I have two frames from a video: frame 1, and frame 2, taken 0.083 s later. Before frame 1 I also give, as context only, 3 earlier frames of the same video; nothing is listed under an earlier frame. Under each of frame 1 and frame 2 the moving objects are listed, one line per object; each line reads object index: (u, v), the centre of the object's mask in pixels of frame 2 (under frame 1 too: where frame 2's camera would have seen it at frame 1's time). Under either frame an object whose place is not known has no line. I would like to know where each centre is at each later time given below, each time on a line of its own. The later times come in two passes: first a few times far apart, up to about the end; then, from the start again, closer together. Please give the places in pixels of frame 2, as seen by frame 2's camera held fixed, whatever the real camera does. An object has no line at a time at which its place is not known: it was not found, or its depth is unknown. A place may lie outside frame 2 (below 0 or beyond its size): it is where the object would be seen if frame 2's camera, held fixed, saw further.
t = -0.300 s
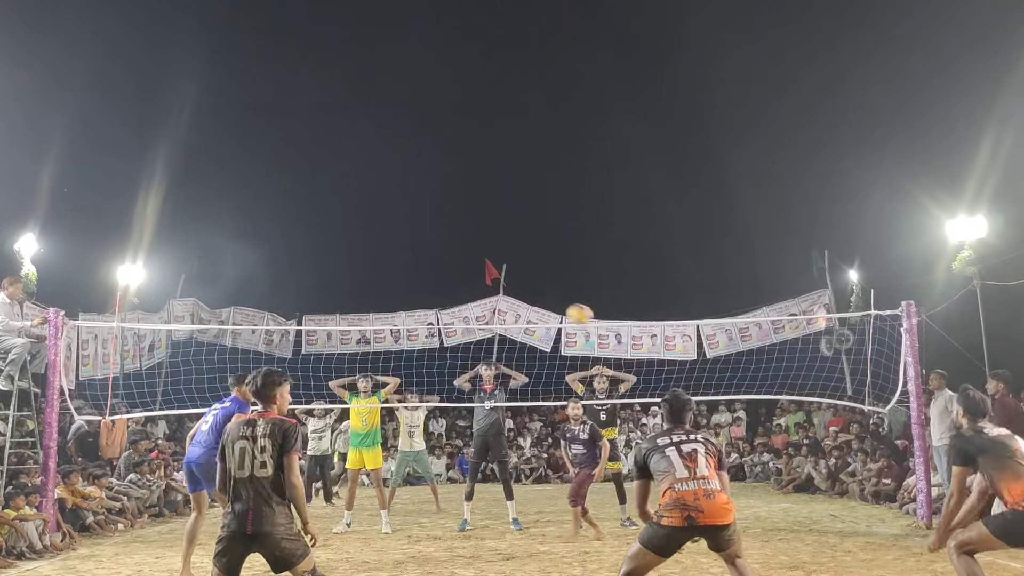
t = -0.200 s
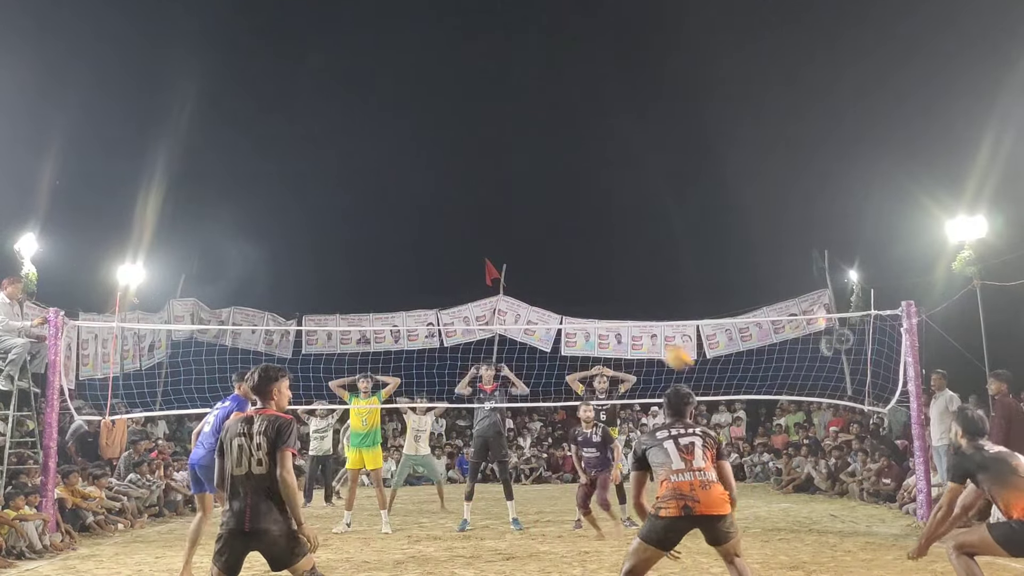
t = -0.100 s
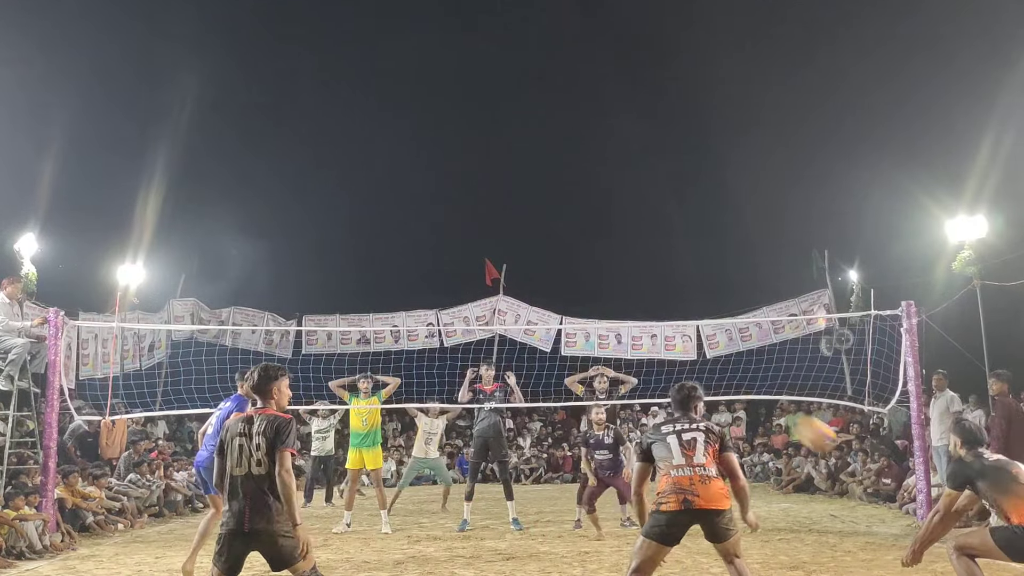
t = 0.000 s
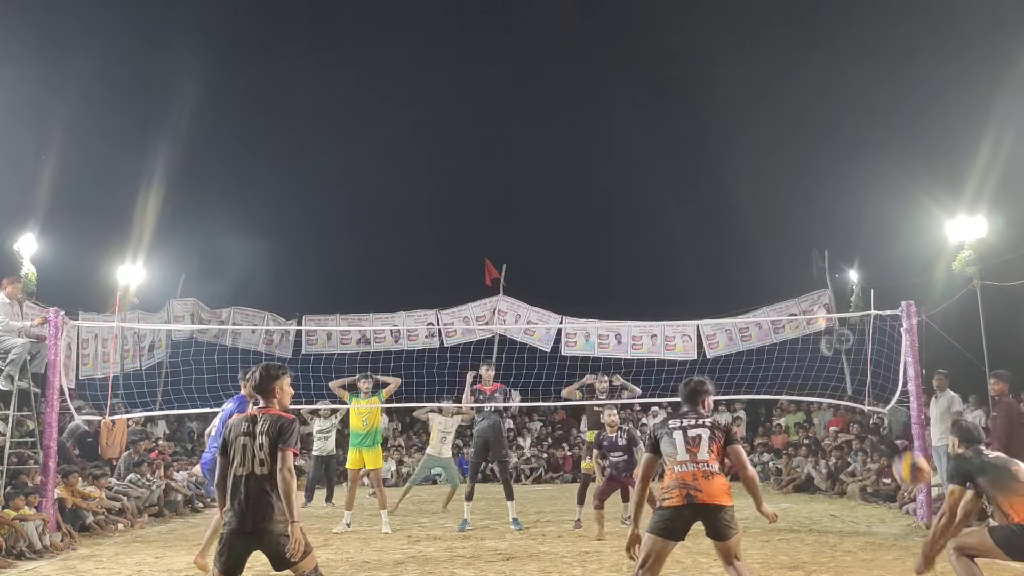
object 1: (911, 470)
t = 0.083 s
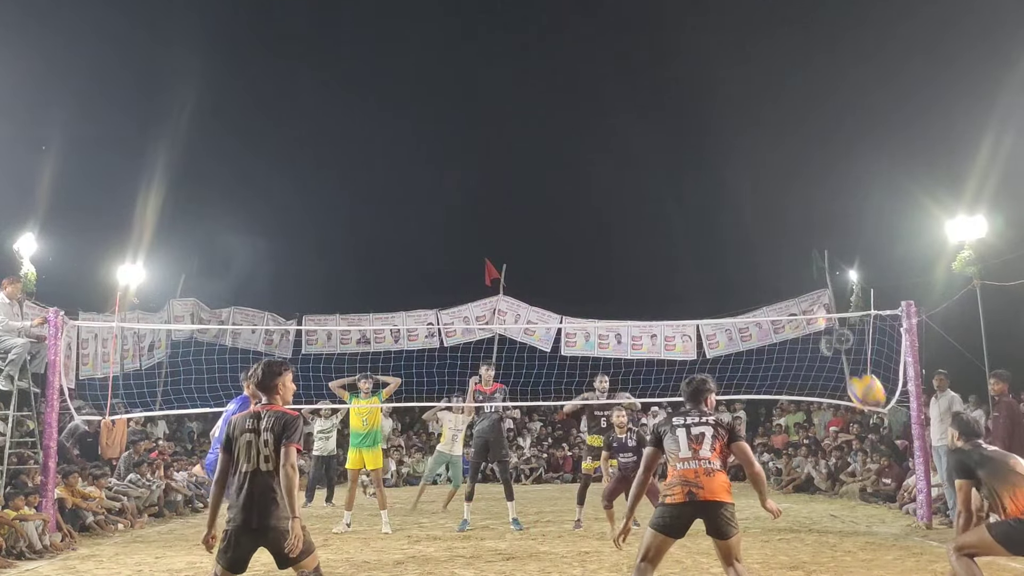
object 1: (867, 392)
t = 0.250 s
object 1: (789, 279)
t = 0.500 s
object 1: (697, 199)
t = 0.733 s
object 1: (630, 195)
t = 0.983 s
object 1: (569, 252)
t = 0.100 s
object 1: (858, 378)
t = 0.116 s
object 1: (849, 365)
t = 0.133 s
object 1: (841, 350)
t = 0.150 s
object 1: (834, 340)
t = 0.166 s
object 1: (826, 328)
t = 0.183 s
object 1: (819, 317)
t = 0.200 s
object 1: (811, 307)
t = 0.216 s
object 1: (803, 296)
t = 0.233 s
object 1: (795, 285)
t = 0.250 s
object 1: (789, 279)
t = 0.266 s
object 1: (782, 270)
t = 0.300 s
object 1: (768, 255)
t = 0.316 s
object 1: (762, 248)
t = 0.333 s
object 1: (755, 241)
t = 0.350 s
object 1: (749, 235)
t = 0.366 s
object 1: (743, 230)
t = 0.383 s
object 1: (737, 224)
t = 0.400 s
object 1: (731, 219)
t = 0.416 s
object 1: (725, 215)
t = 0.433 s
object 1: (720, 210)
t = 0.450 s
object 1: (714, 207)
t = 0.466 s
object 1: (708, 204)
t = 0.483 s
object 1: (703, 201)
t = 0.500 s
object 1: (697, 199)
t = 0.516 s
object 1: (692, 196)
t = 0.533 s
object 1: (687, 194)
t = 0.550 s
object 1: (682, 192)
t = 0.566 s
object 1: (677, 191)
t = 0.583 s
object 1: (671, 190)
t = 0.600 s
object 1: (667, 189)
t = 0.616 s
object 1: (662, 189)
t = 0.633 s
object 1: (657, 189)
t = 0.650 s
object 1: (653, 189)
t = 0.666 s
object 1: (648, 190)
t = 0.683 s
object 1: (643, 191)
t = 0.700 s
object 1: (639, 192)
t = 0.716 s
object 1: (634, 194)
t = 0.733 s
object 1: (630, 195)
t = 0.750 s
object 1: (625, 197)
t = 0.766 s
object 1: (621, 199)
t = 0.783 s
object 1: (617, 201)
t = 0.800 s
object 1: (613, 204)
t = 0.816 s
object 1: (609, 207)
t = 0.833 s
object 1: (604, 211)
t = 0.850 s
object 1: (600, 215)
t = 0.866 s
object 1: (596, 219)
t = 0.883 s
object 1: (592, 223)
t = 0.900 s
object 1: (588, 227)
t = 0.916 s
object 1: (584, 232)
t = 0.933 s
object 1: (581, 236)
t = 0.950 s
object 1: (577, 242)
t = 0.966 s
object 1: (573, 247)
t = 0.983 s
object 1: (569, 252)
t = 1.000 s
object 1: (566, 258)
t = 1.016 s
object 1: (562, 264)
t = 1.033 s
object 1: (558, 270)
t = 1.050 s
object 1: (555, 277)
